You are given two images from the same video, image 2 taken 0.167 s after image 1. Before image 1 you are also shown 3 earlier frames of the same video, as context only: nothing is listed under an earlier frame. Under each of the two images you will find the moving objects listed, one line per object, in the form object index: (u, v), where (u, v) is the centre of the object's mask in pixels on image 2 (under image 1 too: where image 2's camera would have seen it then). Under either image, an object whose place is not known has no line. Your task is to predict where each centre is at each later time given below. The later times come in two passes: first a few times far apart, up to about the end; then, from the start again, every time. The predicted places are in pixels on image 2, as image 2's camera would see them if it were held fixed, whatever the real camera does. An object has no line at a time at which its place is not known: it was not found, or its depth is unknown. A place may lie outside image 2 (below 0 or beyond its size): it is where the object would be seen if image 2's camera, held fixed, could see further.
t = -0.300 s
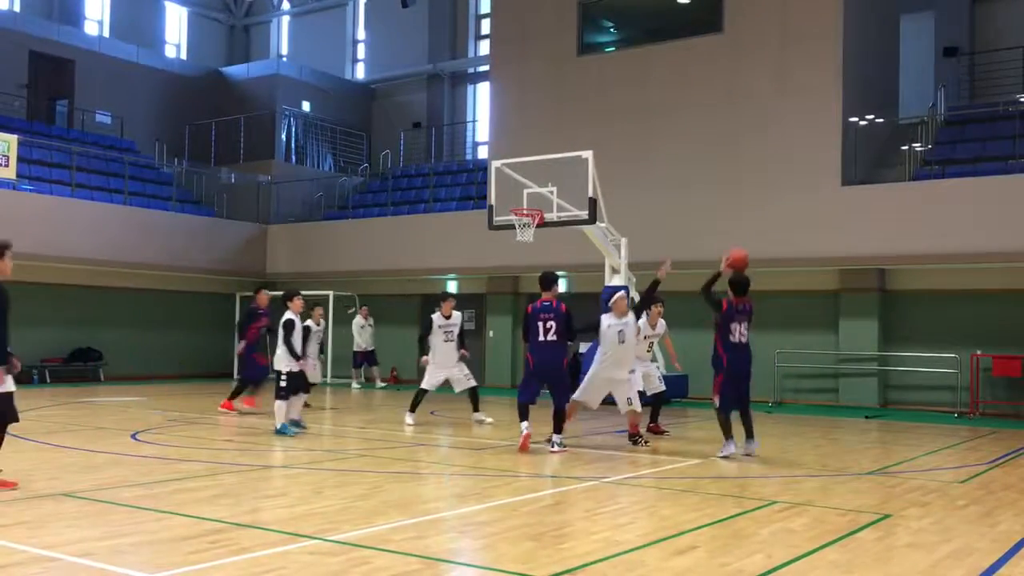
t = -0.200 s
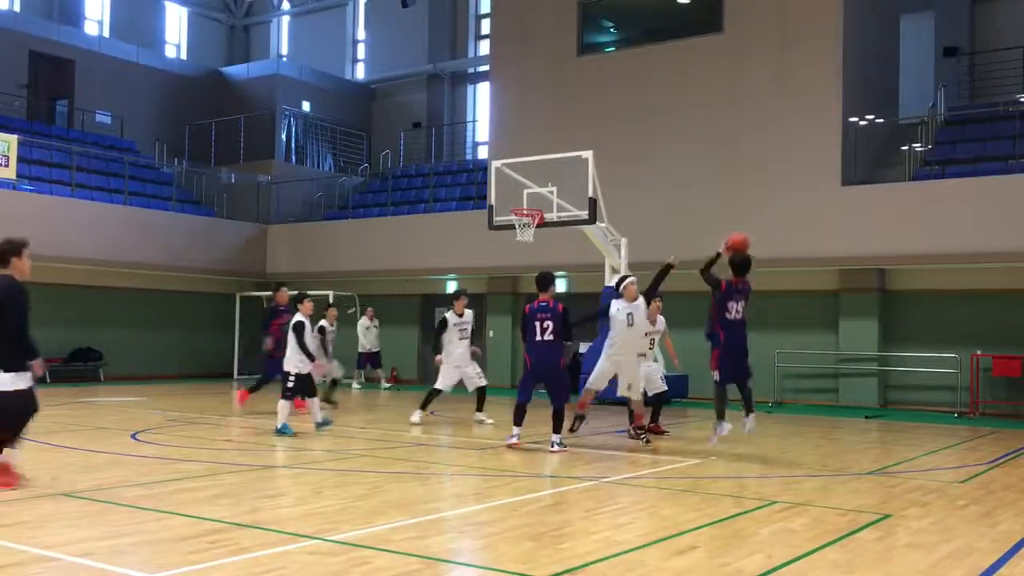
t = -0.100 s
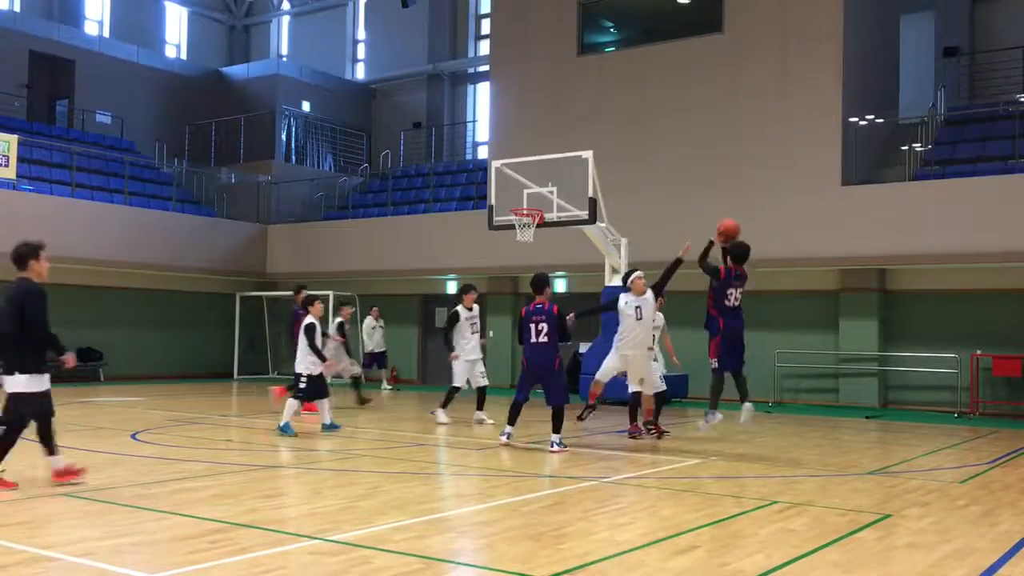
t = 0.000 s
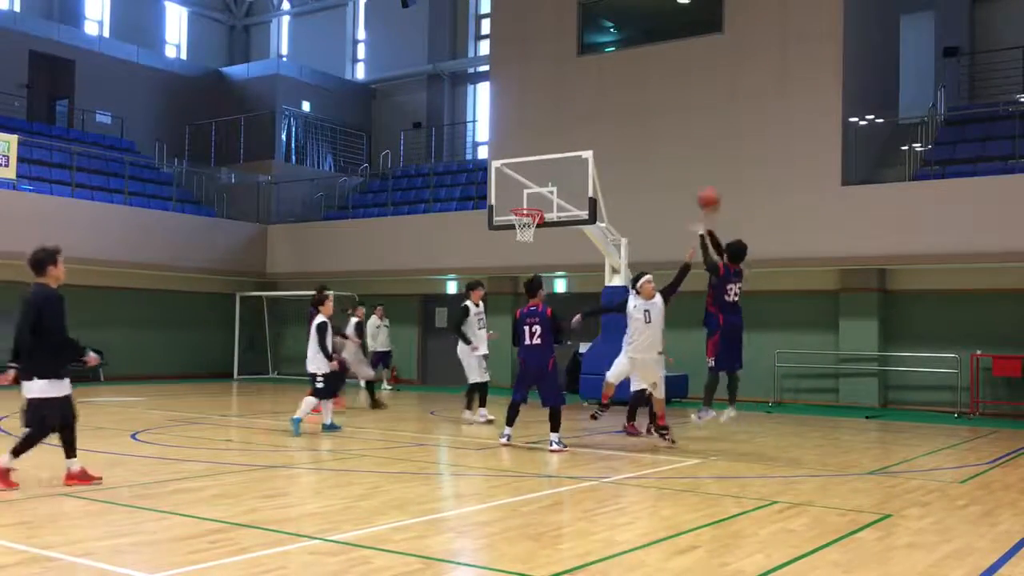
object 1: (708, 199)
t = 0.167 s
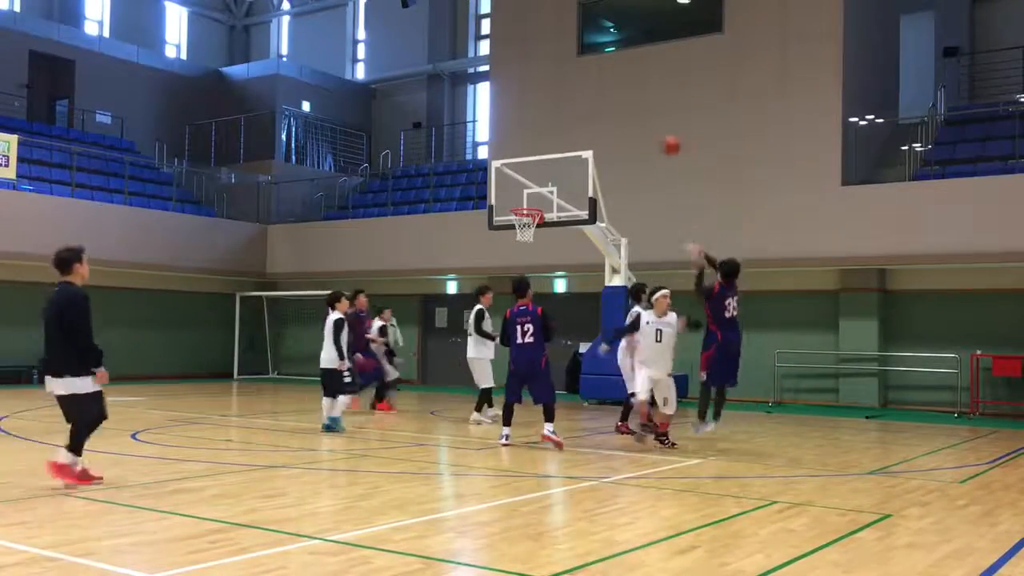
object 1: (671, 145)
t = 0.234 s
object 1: (657, 133)
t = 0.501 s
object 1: (610, 121)
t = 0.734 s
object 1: (578, 150)
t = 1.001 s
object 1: (530, 201)
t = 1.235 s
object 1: (499, 201)
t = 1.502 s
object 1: (465, 239)
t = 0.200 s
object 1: (663, 139)
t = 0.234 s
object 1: (657, 133)
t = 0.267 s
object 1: (651, 129)
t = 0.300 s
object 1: (644, 125)
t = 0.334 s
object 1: (638, 121)
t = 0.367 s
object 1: (632, 120)
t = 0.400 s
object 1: (627, 118)
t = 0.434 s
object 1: (622, 118)
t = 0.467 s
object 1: (616, 119)
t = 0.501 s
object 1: (610, 121)
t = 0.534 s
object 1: (605, 123)
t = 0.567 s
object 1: (601, 126)
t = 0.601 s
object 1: (597, 129)
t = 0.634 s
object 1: (591, 135)
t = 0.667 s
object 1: (587, 138)
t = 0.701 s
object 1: (582, 143)
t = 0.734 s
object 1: (578, 150)
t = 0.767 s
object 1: (573, 157)
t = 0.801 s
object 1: (569, 166)
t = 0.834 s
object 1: (565, 173)
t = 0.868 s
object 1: (558, 178)
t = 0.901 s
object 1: (552, 182)
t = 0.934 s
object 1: (544, 188)
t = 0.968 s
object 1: (537, 195)
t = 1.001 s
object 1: (530, 201)
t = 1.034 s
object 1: (524, 200)
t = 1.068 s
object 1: (520, 199)
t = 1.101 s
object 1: (515, 198)
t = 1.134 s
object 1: (511, 198)
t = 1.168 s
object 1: (507, 198)
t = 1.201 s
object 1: (503, 199)
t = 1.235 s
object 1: (499, 201)
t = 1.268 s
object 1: (494, 202)
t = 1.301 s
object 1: (491, 205)
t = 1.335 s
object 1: (486, 208)
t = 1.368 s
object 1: (480, 213)
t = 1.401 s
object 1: (477, 220)
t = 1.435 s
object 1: (473, 225)
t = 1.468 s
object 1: (469, 231)
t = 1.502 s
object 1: (465, 239)
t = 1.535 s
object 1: (461, 246)
